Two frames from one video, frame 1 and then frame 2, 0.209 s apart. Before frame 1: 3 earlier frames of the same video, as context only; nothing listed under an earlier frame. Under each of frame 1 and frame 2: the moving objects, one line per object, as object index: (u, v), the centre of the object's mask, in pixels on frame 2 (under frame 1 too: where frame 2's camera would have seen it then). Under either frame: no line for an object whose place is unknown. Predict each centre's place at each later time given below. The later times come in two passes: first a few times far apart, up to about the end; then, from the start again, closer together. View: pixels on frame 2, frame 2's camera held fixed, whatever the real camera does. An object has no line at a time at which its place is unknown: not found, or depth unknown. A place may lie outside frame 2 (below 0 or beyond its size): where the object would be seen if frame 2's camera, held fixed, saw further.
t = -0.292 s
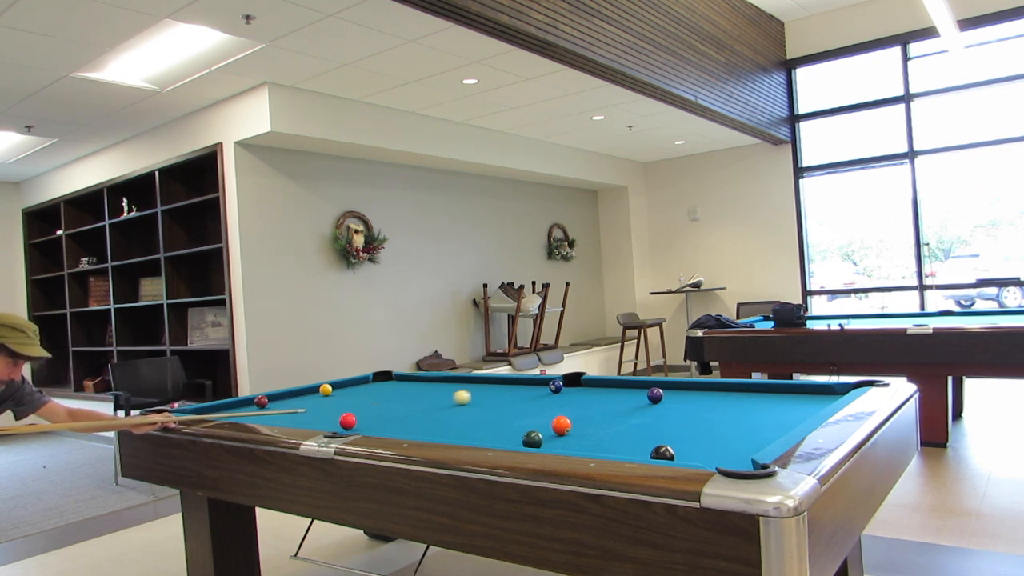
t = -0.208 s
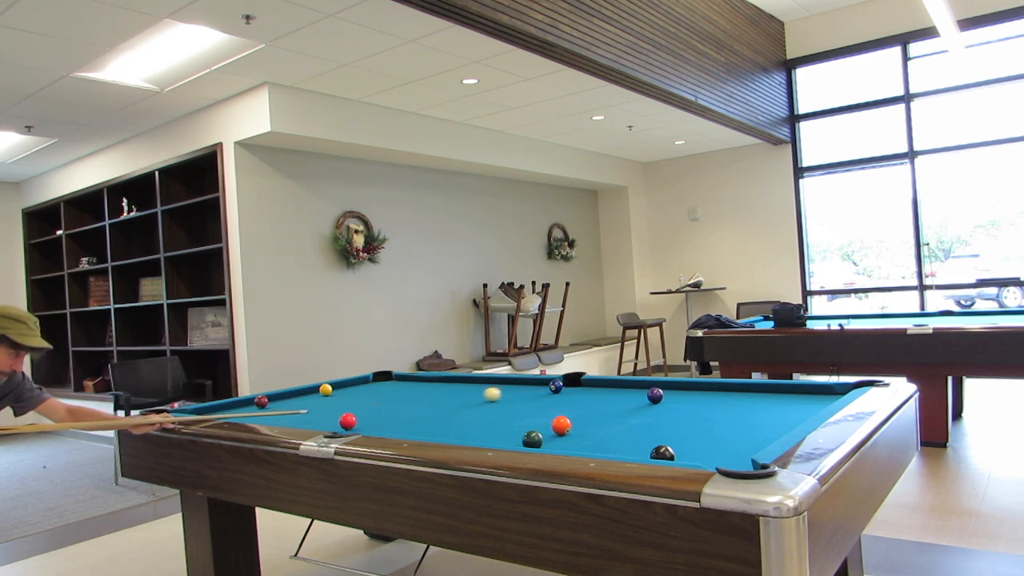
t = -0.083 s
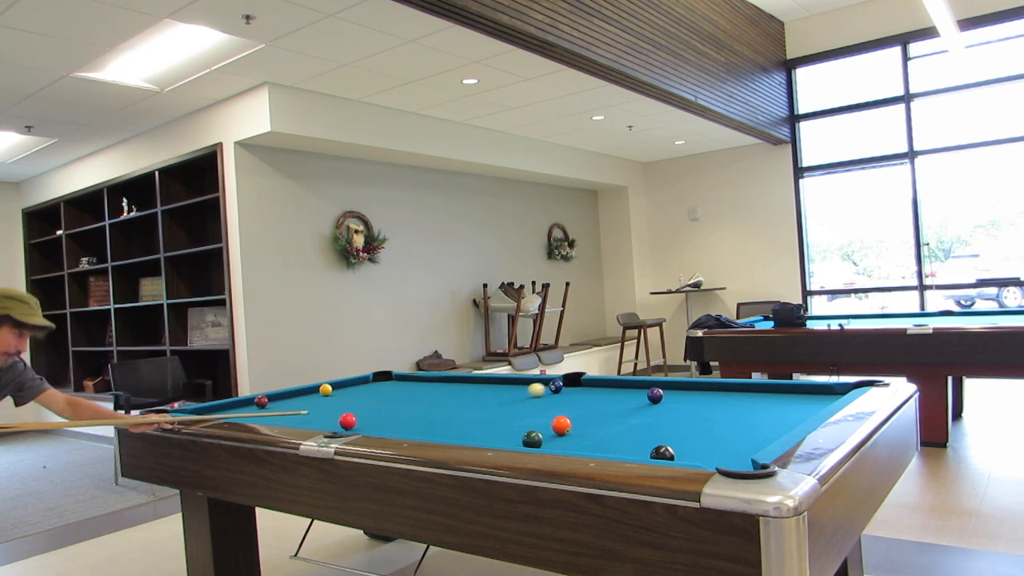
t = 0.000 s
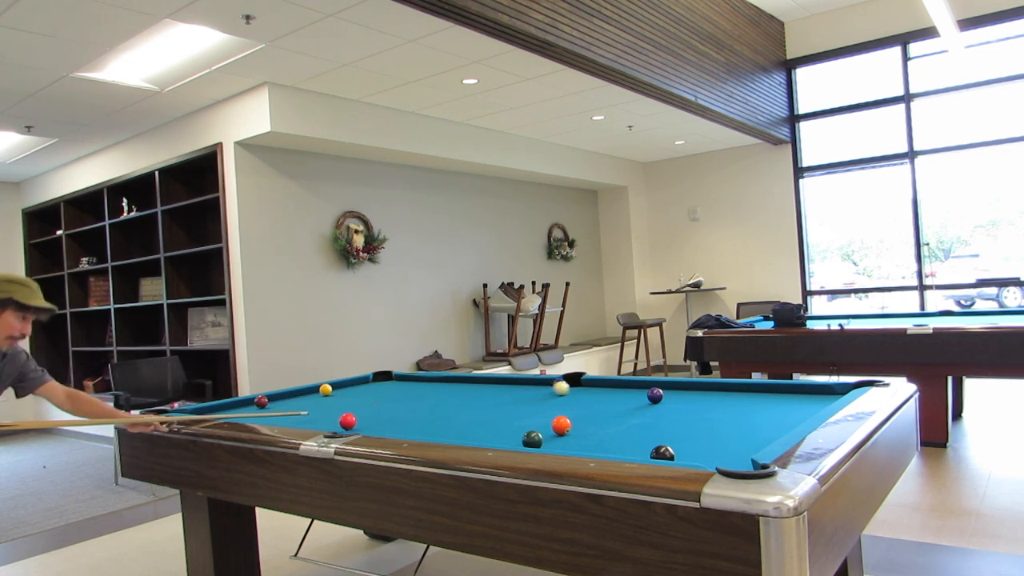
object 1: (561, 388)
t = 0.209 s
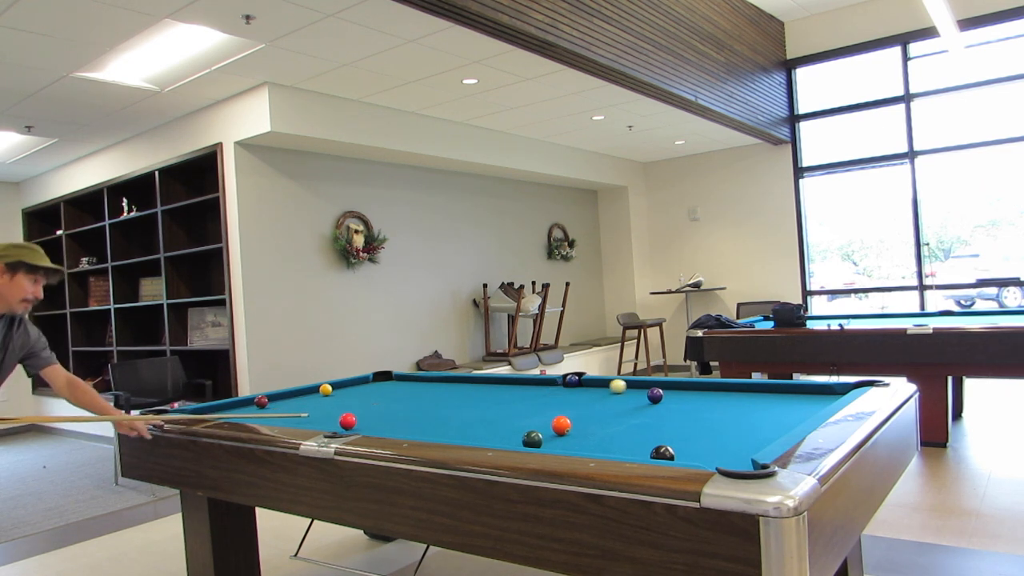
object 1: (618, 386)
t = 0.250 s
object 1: (629, 386)
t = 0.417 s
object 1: (673, 384)
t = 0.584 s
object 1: (699, 386)
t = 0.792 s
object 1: (733, 390)
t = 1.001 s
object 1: (770, 393)
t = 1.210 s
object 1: (808, 396)
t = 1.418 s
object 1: (824, 398)
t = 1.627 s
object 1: (796, 401)
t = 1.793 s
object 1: (774, 402)
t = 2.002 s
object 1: (748, 403)
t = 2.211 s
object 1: (724, 405)
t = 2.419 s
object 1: (701, 406)
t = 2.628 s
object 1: (679, 407)
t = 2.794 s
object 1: (663, 408)
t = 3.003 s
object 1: (643, 410)
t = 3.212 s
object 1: (626, 410)
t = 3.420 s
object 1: (608, 411)
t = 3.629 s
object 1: (592, 412)
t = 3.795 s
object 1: (580, 413)
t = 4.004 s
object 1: (567, 412)
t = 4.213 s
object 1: (553, 413)
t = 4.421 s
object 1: (542, 415)
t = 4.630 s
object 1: (532, 416)
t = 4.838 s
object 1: (523, 417)
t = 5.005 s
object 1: (516, 417)
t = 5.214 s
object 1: (510, 418)
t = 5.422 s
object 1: (504, 418)
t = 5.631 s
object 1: (499, 419)
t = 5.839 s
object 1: (496, 419)
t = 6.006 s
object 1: (494, 419)
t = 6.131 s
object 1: (498, 418)
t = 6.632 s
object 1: (493, 420)
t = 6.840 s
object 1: (492, 420)
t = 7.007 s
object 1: (493, 420)
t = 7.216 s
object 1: (493, 420)
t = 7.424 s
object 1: (493, 420)
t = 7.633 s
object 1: (493, 420)
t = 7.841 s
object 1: (493, 420)
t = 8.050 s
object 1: (493, 420)
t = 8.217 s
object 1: (493, 420)
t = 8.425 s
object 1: (493, 420)
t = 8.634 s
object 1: (493, 420)
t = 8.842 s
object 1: (493, 420)
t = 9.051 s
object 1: (493, 420)
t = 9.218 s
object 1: (493, 420)
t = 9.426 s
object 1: (493, 420)
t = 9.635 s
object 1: (493, 420)
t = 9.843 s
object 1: (493, 420)
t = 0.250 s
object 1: (629, 386)
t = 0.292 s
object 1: (640, 385)
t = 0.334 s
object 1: (652, 383)
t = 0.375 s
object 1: (664, 384)
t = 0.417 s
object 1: (673, 384)
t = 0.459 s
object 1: (680, 385)
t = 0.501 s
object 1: (686, 385)
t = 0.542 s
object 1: (693, 386)
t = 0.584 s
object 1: (699, 386)
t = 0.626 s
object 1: (706, 387)
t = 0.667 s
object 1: (713, 388)
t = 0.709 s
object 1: (720, 388)
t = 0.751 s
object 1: (726, 389)
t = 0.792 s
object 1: (733, 390)
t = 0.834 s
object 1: (740, 390)
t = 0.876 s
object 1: (748, 391)
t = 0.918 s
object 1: (755, 391)
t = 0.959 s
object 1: (762, 392)
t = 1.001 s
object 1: (770, 393)
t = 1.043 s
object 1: (777, 393)
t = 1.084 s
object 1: (785, 394)
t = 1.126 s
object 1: (793, 395)
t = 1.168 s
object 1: (801, 395)
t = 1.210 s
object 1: (808, 396)
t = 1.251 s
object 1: (816, 397)
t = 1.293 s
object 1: (824, 397)
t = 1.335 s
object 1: (832, 396)
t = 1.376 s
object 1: (829, 397)
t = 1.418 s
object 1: (824, 398)
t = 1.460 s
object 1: (819, 399)
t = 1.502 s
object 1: (813, 400)
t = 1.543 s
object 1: (807, 400)
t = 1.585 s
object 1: (802, 400)
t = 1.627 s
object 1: (796, 401)
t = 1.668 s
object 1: (790, 401)
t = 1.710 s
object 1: (785, 401)
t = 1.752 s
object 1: (780, 402)
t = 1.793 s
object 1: (774, 402)
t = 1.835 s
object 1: (769, 402)
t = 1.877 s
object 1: (764, 403)
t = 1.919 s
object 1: (759, 403)
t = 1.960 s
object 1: (754, 403)
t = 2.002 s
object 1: (748, 403)
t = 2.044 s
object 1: (744, 404)
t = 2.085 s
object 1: (739, 404)
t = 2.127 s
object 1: (734, 404)
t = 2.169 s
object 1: (729, 404)
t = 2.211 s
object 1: (724, 405)
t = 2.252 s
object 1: (719, 405)
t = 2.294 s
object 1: (715, 405)
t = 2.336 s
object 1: (710, 406)
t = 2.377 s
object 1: (705, 406)
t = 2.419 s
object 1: (701, 406)
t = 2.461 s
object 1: (697, 406)
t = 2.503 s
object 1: (692, 407)
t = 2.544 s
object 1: (688, 407)
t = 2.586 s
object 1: (684, 407)
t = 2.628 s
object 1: (679, 407)
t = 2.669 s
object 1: (676, 408)
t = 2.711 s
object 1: (671, 408)
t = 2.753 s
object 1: (667, 408)
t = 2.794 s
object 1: (663, 408)
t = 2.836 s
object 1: (659, 409)
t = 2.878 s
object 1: (655, 409)
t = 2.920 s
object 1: (651, 409)
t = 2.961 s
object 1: (647, 409)
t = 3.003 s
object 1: (643, 410)
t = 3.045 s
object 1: (640, 410)
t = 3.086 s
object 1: (636, 410)
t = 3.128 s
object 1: (632, 410)
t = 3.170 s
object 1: (629, 410)
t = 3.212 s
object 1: (626, 410)
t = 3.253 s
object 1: (622, 411)
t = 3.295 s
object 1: (618, 411)
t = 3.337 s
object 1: (615, 411)
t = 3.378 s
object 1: (612, 412)
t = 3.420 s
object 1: (608, 411)
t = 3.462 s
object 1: (605, 412)
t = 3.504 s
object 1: (602, 412)
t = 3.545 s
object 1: (599, 412)
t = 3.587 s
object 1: (596, 412)
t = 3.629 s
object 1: (592, 412)
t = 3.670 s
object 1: (589, 412)
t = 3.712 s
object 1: (586, 413)
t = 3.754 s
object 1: (583, 413)
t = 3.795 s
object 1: (580, 413)
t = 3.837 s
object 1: (577, 413)
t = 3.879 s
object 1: (575, 413)
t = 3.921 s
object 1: (573, 413)
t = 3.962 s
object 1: (570, 413)
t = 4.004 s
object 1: (567, 412)
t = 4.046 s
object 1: (564, 412)
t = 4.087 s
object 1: (561, 412)
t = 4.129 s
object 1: (558, 412)
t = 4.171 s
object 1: (555, 412)
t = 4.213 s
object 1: (553, 413)
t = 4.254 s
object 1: (551, 414)
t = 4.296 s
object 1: (548, 414)
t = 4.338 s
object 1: (547, 415)
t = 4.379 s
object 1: (544, 415)
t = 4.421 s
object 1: (542, 415)
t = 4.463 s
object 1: (540, 415)
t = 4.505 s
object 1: (538, 416)
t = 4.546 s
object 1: (536, 416)
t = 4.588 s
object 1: (534, 416)
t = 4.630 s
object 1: (532, 416)
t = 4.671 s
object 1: (530, 416)
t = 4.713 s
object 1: (528, 416)
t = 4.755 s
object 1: (526, 416)
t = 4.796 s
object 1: (525, 417)
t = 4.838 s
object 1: (523, 417)
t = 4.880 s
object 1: (521, 417)
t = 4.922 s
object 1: (520, 417)
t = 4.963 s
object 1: (518, 417)
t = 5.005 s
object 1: (516, 417)
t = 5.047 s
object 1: (515, 417)
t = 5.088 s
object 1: (514, 417)
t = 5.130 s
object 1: (512, 418)
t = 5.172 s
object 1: (511, 418)
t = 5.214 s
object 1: (510, 418)
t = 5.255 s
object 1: (508, 418)
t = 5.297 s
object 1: (507, 418)
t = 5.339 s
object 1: (506, 418)
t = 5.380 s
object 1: (505, 418)
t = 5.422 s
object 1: (504, 418)
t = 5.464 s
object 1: (503, 418)
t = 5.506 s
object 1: (502, 418)
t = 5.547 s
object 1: (501, 419)
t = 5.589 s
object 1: (500, 419)
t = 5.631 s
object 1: (499, 419)
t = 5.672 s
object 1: (498, 419)
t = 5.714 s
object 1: (498, 419)
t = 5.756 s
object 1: (497, 419)
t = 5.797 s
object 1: (496, 419)
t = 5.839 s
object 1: (496, 419)
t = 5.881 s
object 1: (495, 419)
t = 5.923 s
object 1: (495, 419)
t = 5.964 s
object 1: (494, 419)
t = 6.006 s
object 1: (494, 419)
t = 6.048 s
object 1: (494, 419)
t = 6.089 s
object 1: (493, 419)
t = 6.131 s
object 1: (498, 418)
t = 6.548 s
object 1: (488, 420)
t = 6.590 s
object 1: (493, 420)
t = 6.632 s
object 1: (493, 420)
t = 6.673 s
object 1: (492, 420)
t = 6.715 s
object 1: (493, 420)
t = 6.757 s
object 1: (493, 420)
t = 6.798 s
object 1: (493, 420)
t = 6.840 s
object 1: (492, 420)
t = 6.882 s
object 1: (492, 420)
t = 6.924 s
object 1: (492, 420)
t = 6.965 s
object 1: (493, 420)
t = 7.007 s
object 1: (493, 420)
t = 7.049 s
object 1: (493, 420)
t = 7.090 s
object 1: (493, 420)
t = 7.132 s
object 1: (493, 420)
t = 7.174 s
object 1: (493, 420)
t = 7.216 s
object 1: (493, 420)
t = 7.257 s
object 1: (493, 420)
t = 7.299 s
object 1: (493, 420)
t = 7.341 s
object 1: (493, 420)
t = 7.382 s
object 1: (493, 420)
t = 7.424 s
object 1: (493, 420)
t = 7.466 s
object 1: (493, 420)
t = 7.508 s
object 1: (493, 420)
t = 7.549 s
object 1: (493, 420)
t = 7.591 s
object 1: (493, 420)
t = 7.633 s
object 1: (493, 420)
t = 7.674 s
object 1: (493, 420)
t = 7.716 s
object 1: (493, 420)
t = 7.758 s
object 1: (493, 420)
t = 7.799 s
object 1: (493, 420)
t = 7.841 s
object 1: (493, 420)
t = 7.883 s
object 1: (493, 420)
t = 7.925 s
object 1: (493, 420)
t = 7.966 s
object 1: (493, 420)
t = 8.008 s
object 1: (493, 420)
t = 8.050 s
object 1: (493, 420)
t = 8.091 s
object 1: (493, 420)
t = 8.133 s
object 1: (493, 420)
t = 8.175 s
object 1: (493, 420)
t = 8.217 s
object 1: (493, 420)
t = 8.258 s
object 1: (493, 420)
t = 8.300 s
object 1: (493, 420)
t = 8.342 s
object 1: (493, 420)
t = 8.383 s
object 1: (493, 420)
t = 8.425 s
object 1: (493, 420)
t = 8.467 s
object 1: (493, 420)
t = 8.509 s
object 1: (493, 420)
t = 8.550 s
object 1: (493, 420)
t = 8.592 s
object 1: (493, 420)
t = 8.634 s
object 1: (493, 420)
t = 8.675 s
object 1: (493, 420)
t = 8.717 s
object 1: (493, 420)
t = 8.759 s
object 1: (493, 420)
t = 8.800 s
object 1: (493, 420)
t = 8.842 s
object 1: (493, 420)
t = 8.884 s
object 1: (493, 420)
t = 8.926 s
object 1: (493, 420)
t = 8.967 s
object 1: (493, 420)
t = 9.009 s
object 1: (493, 419)
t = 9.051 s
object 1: (493, 420)
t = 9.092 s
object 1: (493, 420)
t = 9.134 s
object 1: (493, 420)
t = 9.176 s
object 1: (493, 420)
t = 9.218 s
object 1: (493, 420)
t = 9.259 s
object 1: (493, 420)
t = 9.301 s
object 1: (493, 420)
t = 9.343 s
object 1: (493, 420)
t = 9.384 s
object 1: (493, 420)
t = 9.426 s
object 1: (493, 420)
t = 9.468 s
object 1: (493, 420)
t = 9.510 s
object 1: (493, 420)
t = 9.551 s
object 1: (493, 420)
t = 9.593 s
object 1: (493, 420)
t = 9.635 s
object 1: (493, 420)
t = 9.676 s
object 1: (493, 420)
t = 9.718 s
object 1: (493, 420)
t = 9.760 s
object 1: (492, 420)
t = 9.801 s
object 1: (493, 420)
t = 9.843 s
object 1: (493, 420)
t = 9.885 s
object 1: (492, 420)
